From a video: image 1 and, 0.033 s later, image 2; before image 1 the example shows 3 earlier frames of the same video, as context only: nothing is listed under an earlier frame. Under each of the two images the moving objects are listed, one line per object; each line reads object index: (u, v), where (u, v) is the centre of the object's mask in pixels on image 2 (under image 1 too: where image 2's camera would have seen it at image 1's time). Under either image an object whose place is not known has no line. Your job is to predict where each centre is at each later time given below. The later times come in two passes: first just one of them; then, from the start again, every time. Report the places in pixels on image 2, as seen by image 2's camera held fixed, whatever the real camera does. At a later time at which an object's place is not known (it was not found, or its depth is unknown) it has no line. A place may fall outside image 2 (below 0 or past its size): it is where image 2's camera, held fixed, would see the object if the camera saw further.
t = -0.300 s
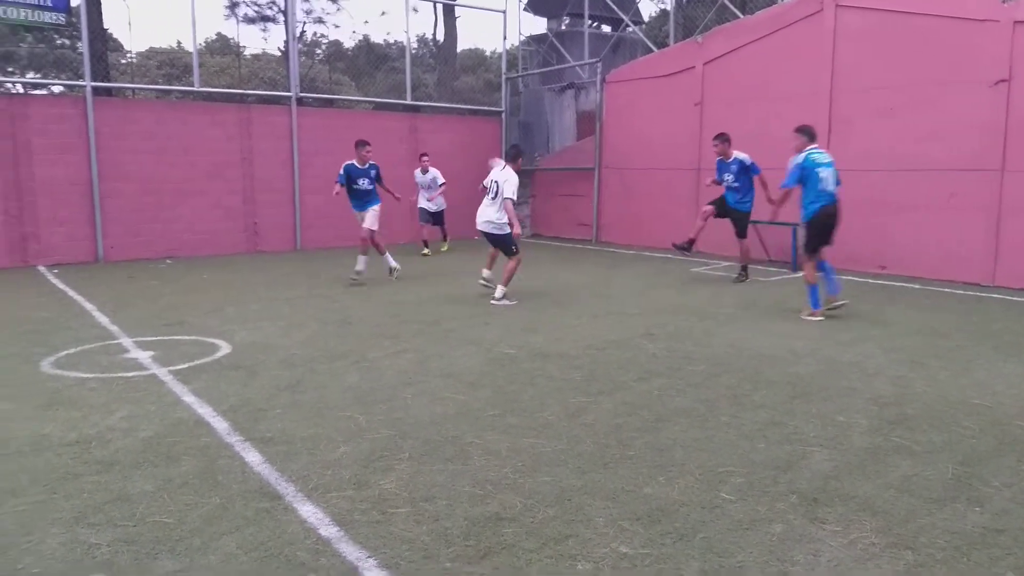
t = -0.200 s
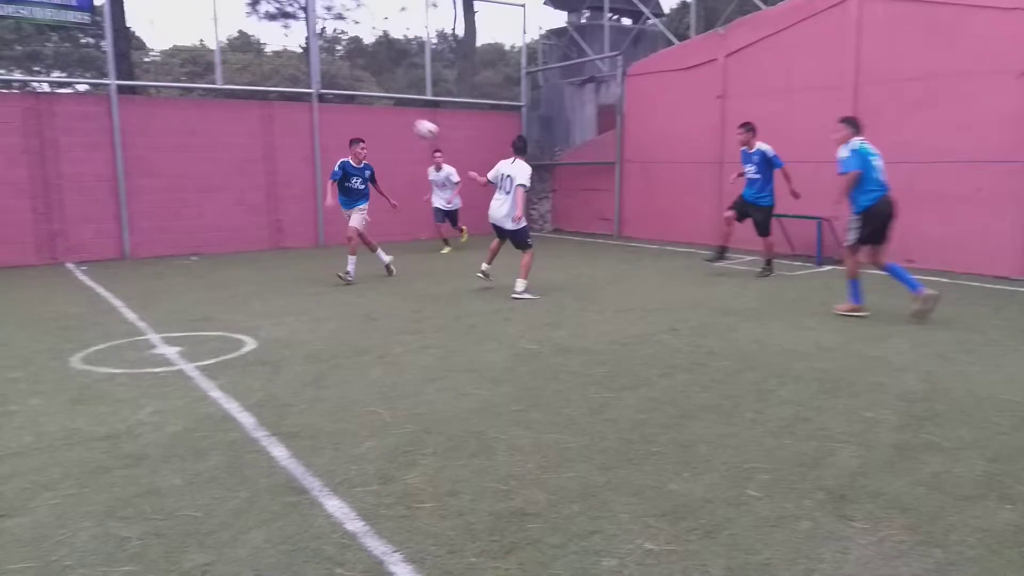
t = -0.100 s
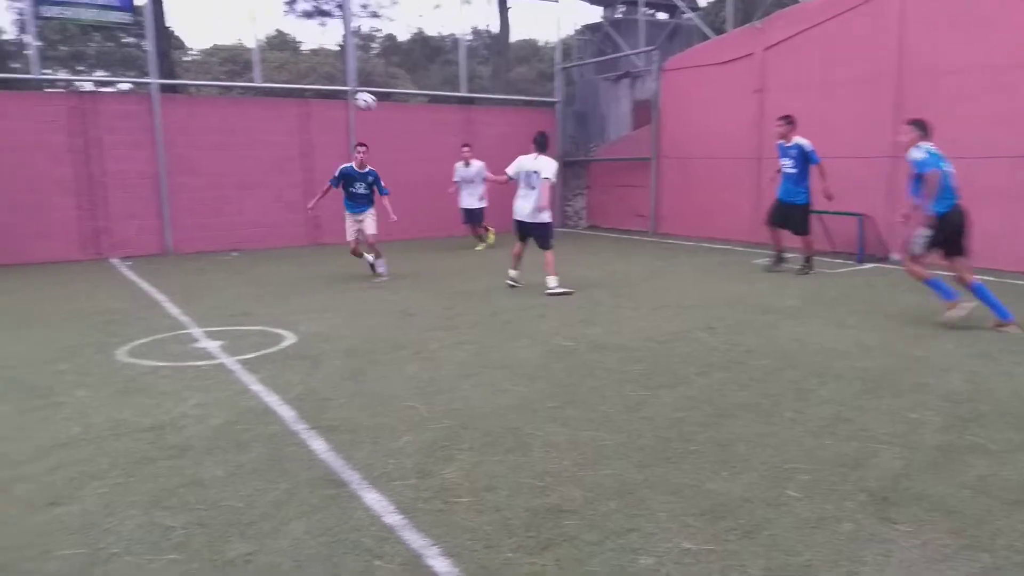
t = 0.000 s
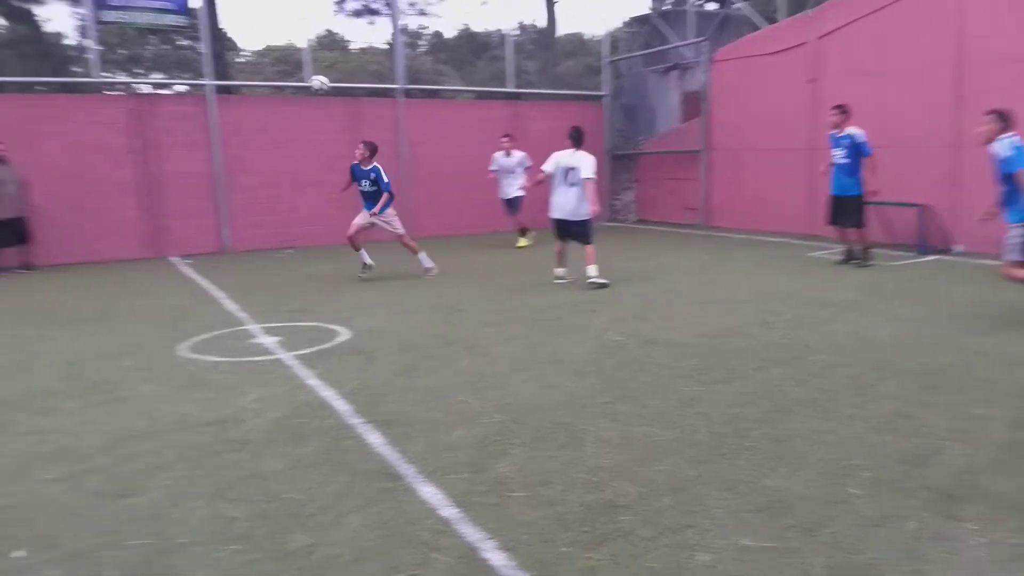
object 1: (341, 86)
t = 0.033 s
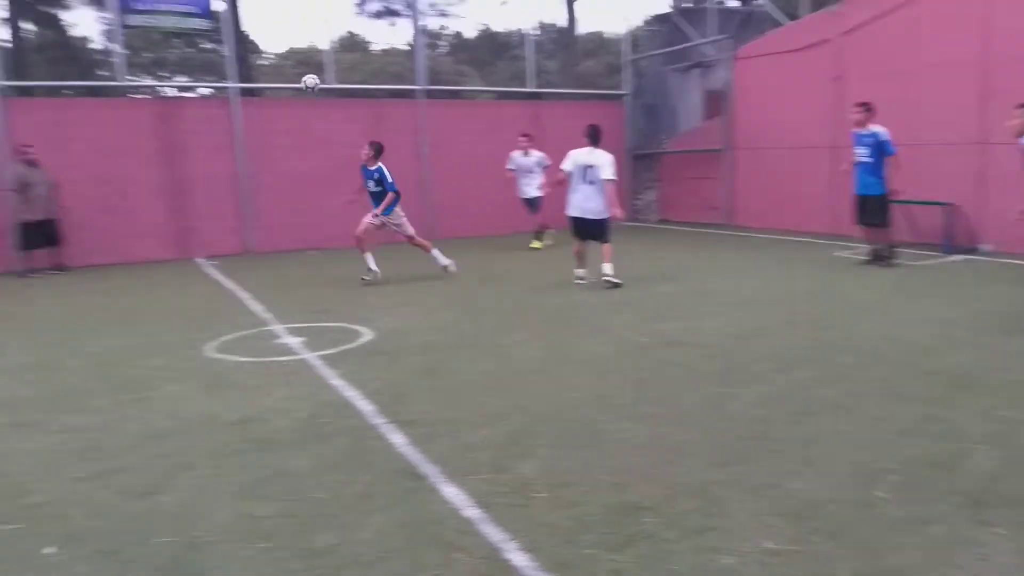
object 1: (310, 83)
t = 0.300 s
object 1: (82, 100)
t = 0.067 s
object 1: (280, 82)
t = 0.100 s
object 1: (250, 82)
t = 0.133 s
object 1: (221, 83)
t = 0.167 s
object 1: (192, 85)
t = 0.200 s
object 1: (165, 87)
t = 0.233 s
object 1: (136, 91)
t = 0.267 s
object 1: (109, 95)
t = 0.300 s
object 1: (82, 100)
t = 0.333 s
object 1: (55, 106)
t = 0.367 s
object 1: (29, 113)
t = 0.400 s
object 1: (5, 122)
